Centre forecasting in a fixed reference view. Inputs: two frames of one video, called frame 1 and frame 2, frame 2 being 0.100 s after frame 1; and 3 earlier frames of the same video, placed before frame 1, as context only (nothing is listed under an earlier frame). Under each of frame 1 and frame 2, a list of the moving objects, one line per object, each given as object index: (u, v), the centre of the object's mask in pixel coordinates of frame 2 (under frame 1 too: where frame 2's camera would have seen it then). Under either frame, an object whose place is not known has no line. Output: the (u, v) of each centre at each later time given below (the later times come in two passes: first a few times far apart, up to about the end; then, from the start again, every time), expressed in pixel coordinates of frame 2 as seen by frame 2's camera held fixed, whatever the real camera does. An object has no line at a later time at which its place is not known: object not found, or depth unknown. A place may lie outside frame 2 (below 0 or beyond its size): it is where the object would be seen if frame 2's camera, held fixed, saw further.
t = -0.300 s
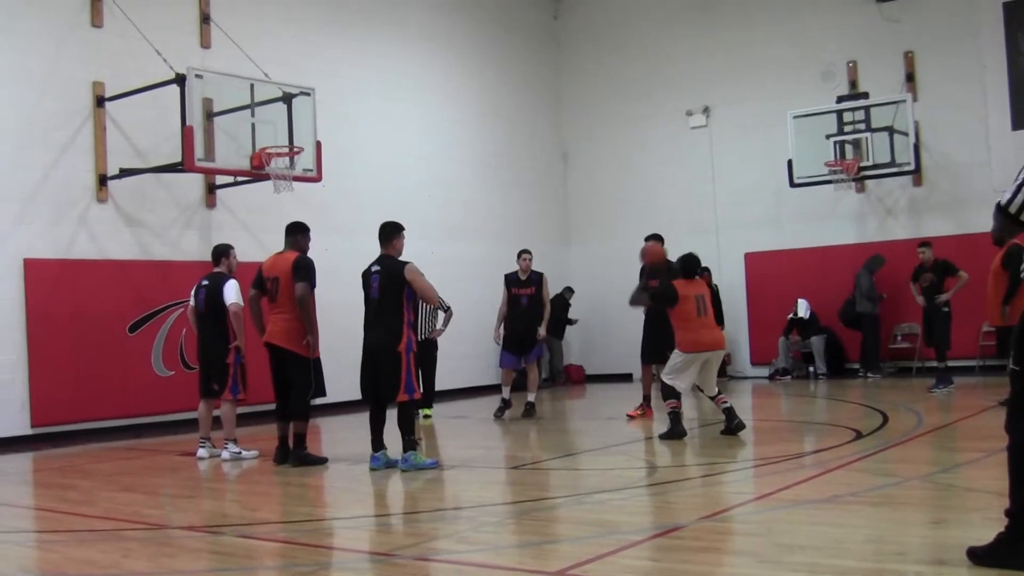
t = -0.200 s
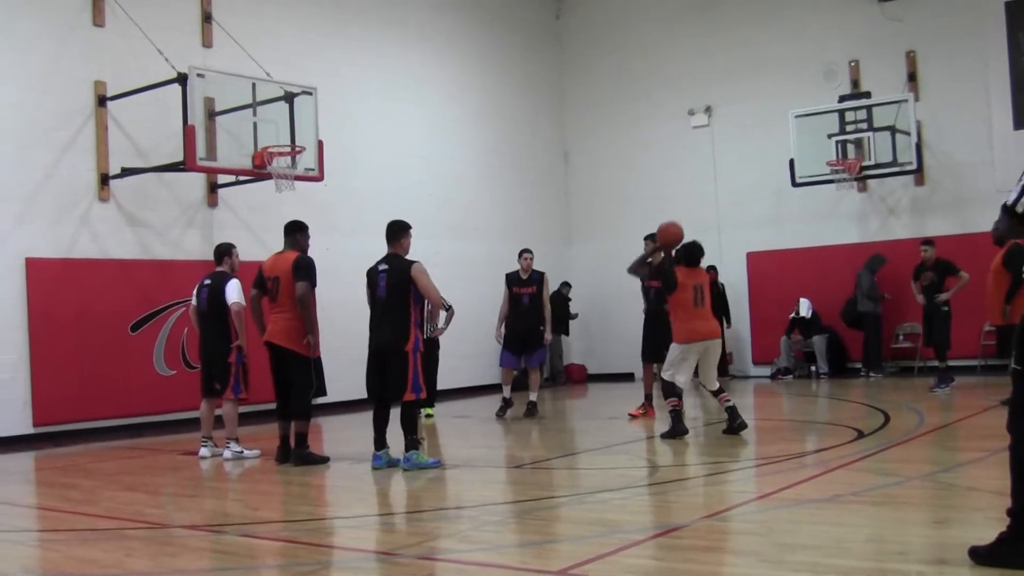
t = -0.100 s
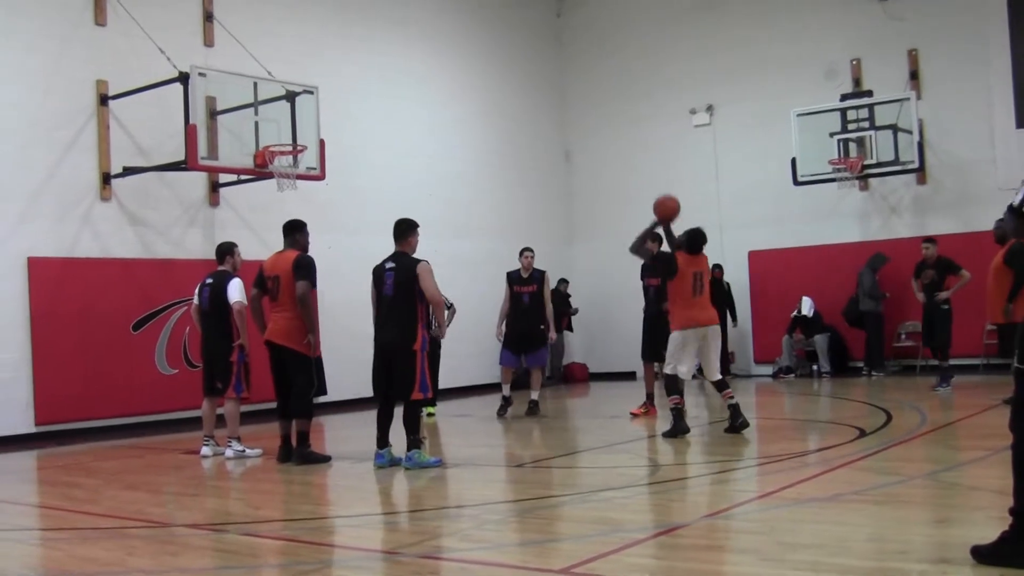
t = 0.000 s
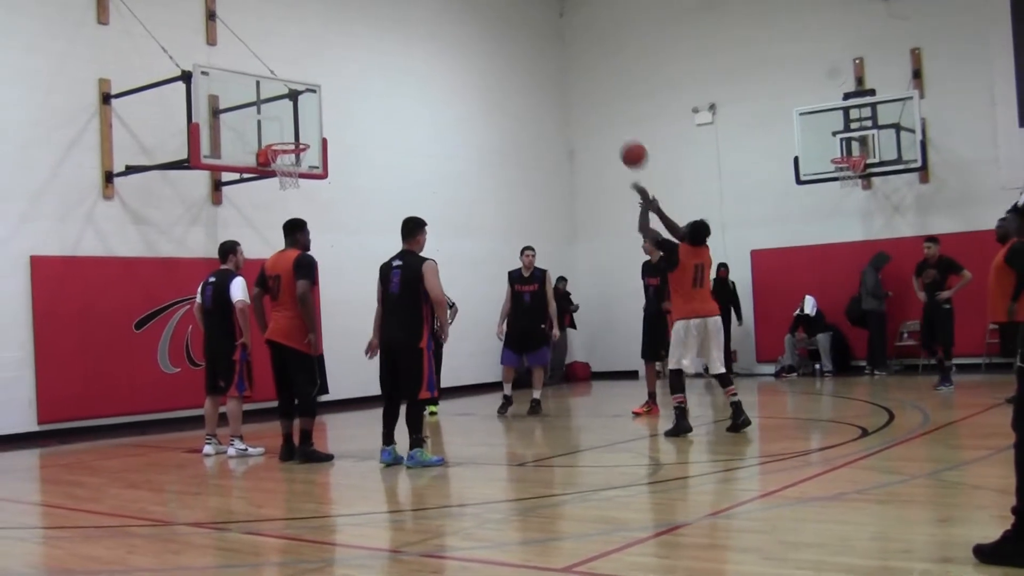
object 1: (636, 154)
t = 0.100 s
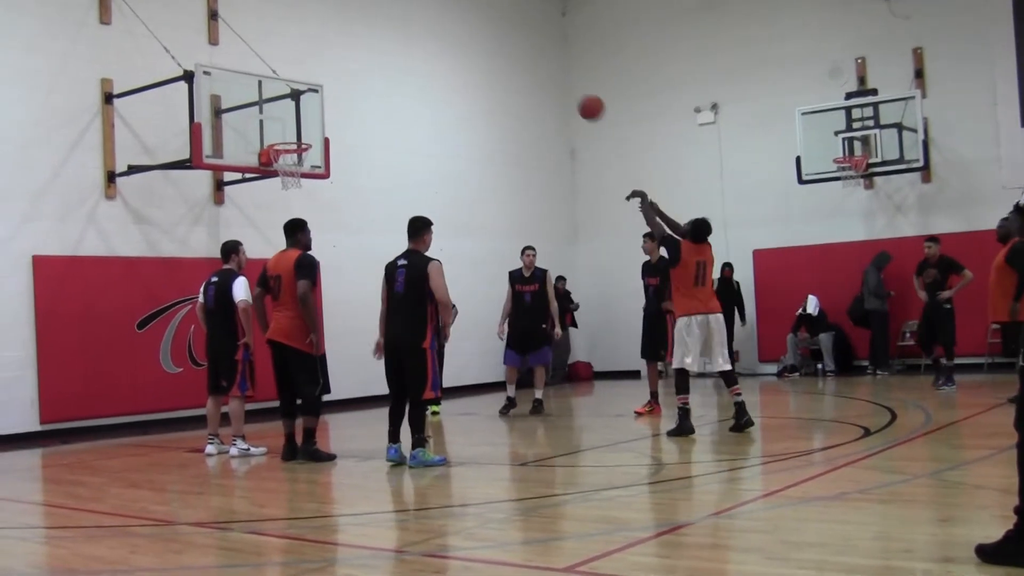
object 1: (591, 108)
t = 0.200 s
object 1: (549, 74)
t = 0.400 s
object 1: (473, 40)
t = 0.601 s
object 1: (404, 47)
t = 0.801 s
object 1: (344, 90)
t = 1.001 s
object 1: (293, 140)
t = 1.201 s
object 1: (285, 127)
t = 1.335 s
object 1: (285, 130)
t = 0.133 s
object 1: (577, 96)
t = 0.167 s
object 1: (563, 84)
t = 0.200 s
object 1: (549, 74)
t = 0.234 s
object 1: (536, 64)
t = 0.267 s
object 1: (523, 57)
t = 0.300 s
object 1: (511, 51)
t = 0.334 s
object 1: (497, 46)
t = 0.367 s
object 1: (485, 43)
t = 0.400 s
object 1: (473, 40)
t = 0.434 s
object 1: (461, 38)
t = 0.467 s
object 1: (450, 38)
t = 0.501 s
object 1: (438, 39)
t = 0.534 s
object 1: (427, 40)
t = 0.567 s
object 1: (416, 43)
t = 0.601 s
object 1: (404, 47)
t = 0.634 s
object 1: (394, 52)
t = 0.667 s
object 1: (384, 57)
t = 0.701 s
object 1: (373, 64)
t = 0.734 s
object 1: (363, 72)
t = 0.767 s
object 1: (353, 80)
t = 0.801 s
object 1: (344, 90)
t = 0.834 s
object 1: (334, 100)
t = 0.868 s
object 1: (325, 112)
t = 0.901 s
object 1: (316, 123)
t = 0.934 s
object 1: (307, 134)
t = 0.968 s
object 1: (301, 136)
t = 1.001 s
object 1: (293, 140)
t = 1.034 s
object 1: (287, 139)
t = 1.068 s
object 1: (286, 140)
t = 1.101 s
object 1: (285, 135)
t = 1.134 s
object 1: (285, 131)
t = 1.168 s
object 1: (285, 129)
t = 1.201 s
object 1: (285, 127)
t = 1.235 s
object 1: (284, 127)
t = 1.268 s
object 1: (285, 127)
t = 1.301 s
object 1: (285, 128)
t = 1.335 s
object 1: (285, 130)
